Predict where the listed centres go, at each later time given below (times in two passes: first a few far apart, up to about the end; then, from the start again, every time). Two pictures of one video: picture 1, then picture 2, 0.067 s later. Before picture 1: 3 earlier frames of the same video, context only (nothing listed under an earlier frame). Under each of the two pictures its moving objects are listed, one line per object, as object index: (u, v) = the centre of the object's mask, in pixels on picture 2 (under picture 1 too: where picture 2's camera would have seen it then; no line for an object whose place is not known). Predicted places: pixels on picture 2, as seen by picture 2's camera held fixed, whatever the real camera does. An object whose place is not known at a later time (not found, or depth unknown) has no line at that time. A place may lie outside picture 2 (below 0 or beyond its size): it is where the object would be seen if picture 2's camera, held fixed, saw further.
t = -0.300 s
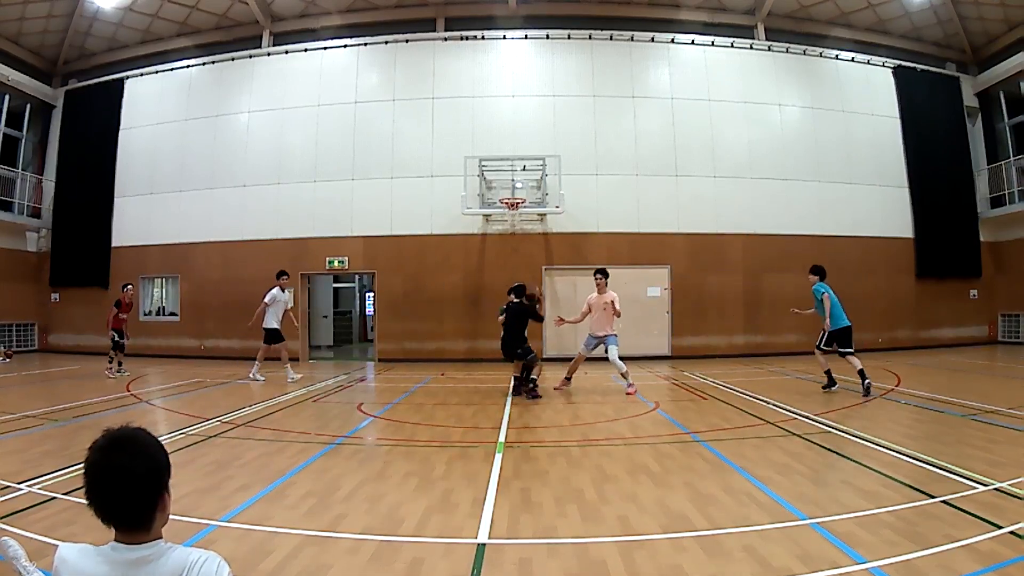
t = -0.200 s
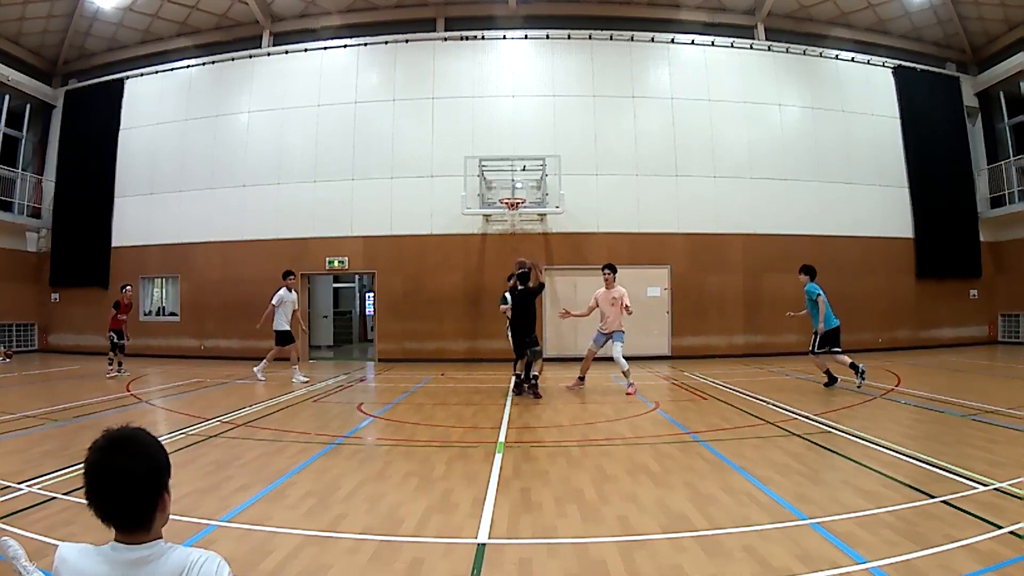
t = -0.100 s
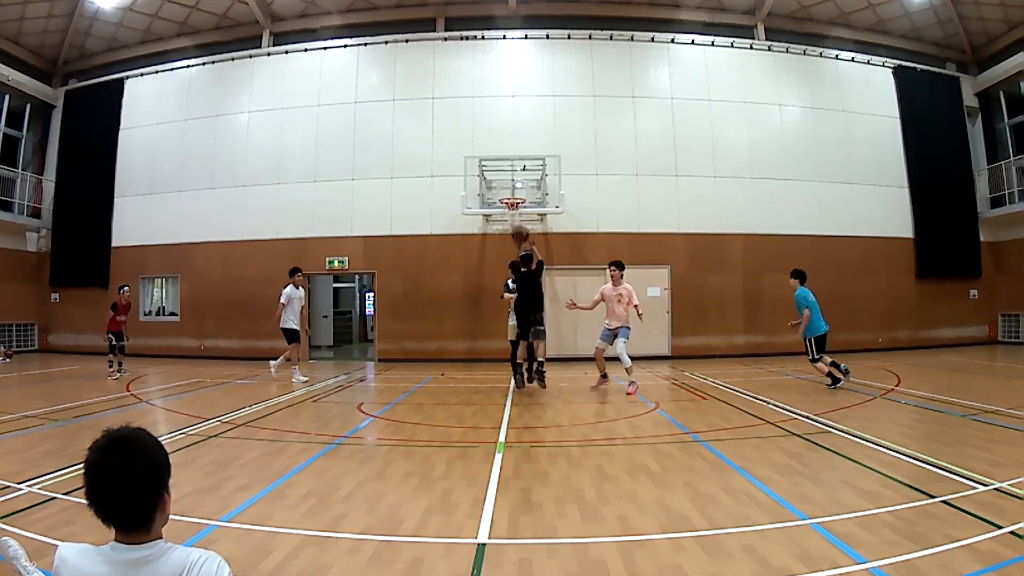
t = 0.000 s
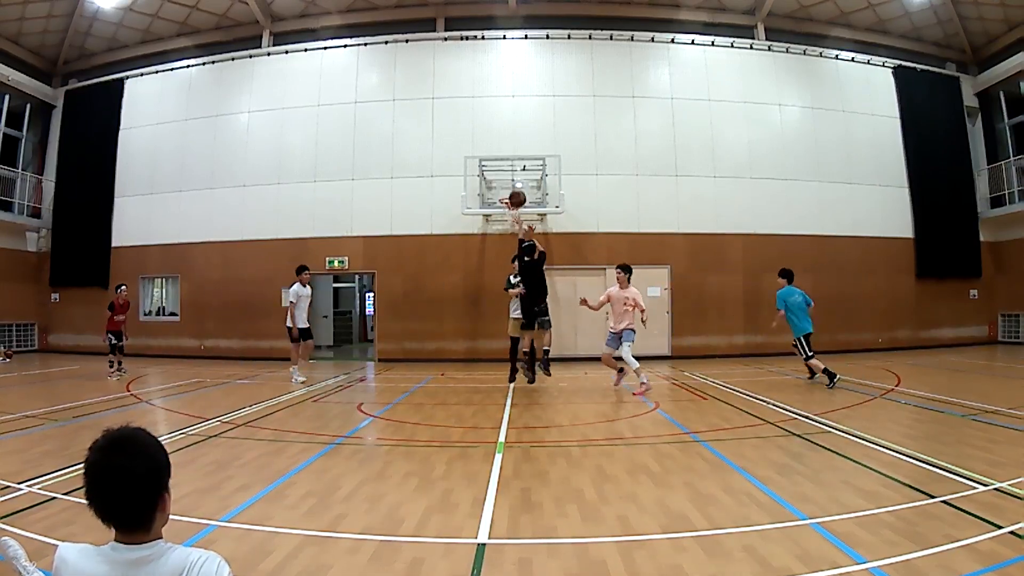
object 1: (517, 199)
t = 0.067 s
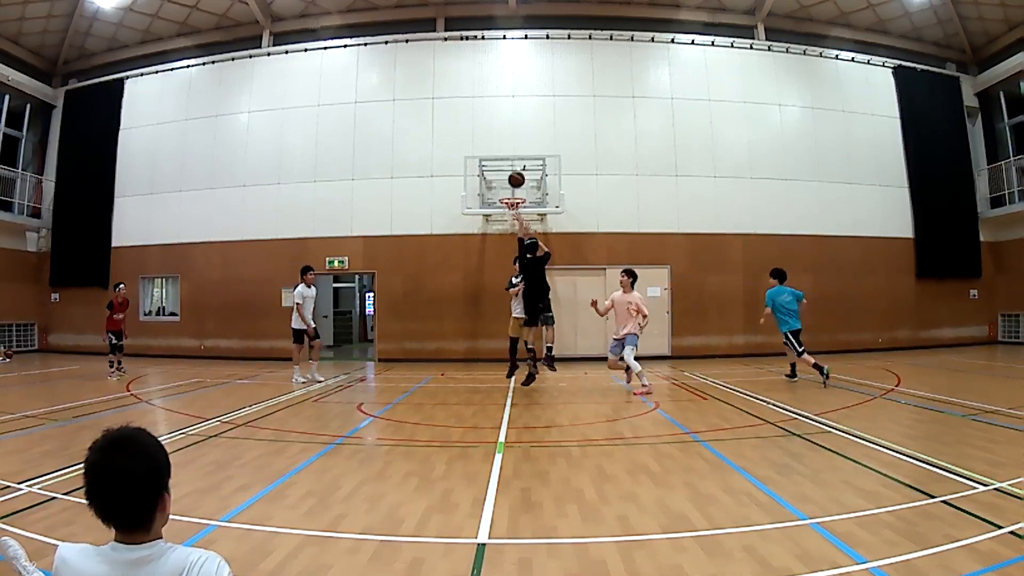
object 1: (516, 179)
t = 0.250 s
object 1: (514, 147)
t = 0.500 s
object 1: (511, 141)
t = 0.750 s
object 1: (508, 168)
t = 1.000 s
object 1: (520, 184)
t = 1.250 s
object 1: (552, 173)
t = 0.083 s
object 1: (516, 175)
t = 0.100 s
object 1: (516, 171)
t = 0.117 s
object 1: (516, 168)
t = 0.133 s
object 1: (516, 165)
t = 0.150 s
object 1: (515, 162)
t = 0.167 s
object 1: (515, 159)
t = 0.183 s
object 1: (515, 156)
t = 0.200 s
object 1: (514, 153)
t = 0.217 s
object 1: (514, 151)
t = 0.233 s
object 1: (514, 149)
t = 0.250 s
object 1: (514, 147)
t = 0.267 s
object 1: (513, 145)
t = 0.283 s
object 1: (513, 144)
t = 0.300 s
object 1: (513, 143)
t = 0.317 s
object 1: (513, 142)
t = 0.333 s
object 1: (513, 141)
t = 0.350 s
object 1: (512, 140)
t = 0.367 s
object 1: (512, 140)
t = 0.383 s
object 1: (512, 139)
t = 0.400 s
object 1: (512, 139)
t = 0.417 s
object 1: (512, 139)
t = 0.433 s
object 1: (511, 139)
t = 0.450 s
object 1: (511, 139)
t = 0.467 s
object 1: (511, 140)
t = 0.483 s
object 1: (511, 140)
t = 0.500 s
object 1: (511, 141)
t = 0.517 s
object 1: (511, 142)
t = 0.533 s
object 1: (510, 143)
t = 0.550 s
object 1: (510, 144)
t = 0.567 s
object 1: (510, 145)
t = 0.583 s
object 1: (510, 147)
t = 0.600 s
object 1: (510, 148)
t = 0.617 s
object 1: (510, 150)
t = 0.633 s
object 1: (509, 152)
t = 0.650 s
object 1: (509, 154)
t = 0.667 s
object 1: (509, 156)
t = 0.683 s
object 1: (509, 158)
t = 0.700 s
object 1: (509, 160)
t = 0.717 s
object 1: (509, 163)
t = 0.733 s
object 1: (509, 165)
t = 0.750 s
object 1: (508, 168)
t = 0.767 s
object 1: (508, 171)
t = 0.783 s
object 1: (508, 174)
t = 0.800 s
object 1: (508, 177)
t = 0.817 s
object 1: (508, 180)
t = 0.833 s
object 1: (508, 184)
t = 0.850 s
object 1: (508, 187)
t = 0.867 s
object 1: (508, 191)
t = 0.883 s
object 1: (507, 194)
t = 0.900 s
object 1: (508, 195)
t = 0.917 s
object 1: (510, 193)
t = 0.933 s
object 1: (512, 192)
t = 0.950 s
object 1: (514, 190)
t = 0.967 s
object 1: (516, 188)
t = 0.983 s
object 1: (518, 186)
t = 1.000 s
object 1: (520, 184)
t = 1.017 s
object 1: (522, 182)
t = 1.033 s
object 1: (524, 180)
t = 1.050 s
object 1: (526, 179)
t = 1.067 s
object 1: (528, 178)
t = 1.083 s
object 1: (530, 177)
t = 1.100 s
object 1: (532, 176)
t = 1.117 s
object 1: (535, 175)
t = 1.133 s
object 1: (537, 174)
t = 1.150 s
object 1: (539, 173)
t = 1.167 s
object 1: (541, 173)
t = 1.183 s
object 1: (543, 173)
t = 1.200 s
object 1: (545, 172)
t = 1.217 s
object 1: (548, 172)
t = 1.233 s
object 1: (550, 173)
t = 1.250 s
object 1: (552, 173)
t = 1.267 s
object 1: (555, 174)
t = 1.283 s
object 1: (557, 175)
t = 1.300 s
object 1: (559, 175)
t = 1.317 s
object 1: (561, 176)
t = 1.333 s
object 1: (564, 178)
